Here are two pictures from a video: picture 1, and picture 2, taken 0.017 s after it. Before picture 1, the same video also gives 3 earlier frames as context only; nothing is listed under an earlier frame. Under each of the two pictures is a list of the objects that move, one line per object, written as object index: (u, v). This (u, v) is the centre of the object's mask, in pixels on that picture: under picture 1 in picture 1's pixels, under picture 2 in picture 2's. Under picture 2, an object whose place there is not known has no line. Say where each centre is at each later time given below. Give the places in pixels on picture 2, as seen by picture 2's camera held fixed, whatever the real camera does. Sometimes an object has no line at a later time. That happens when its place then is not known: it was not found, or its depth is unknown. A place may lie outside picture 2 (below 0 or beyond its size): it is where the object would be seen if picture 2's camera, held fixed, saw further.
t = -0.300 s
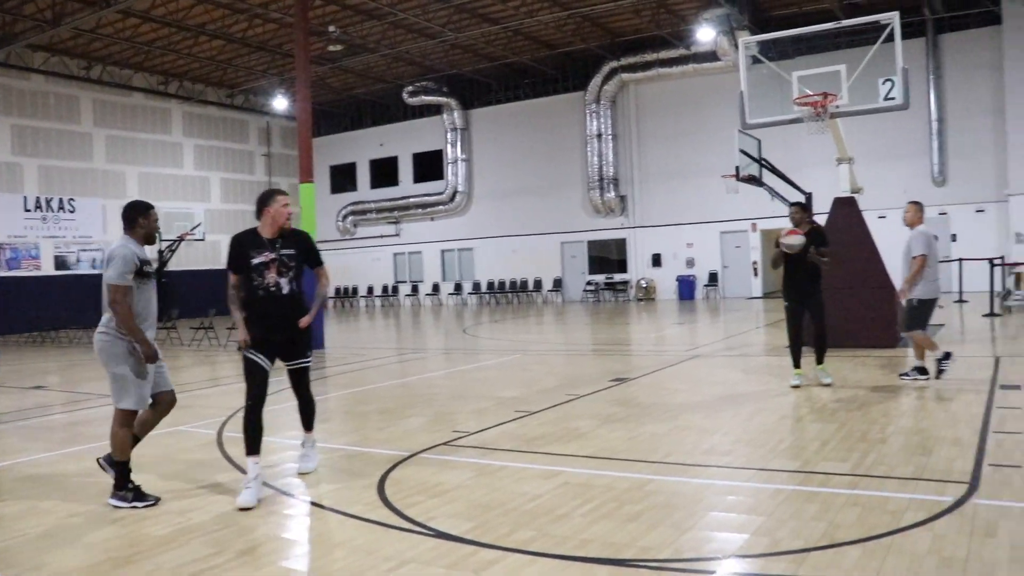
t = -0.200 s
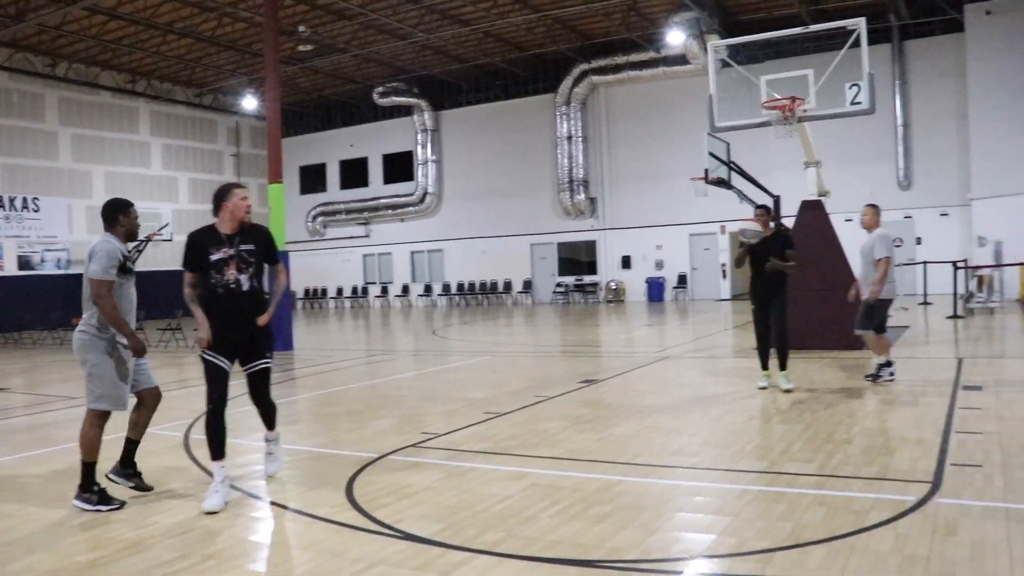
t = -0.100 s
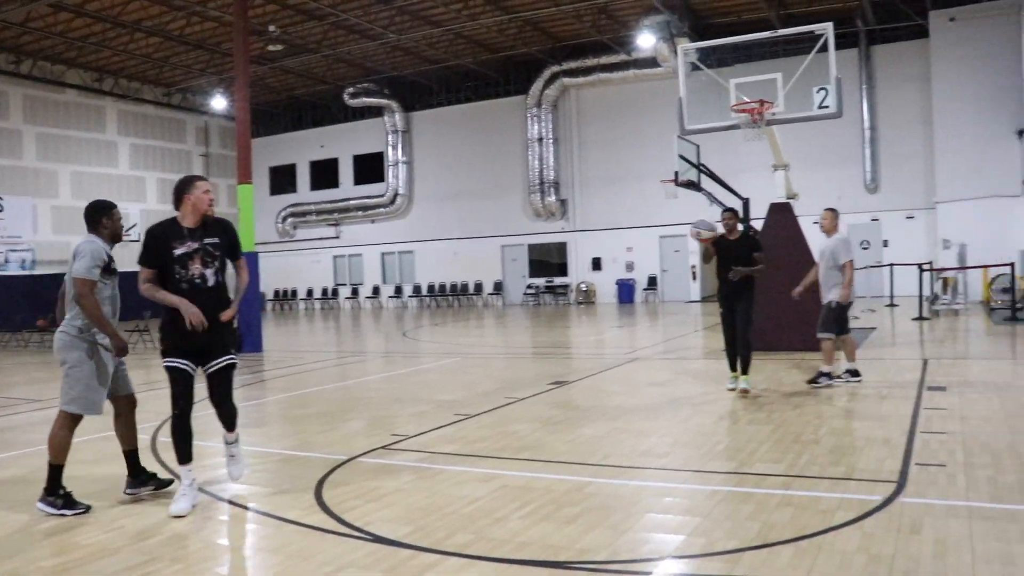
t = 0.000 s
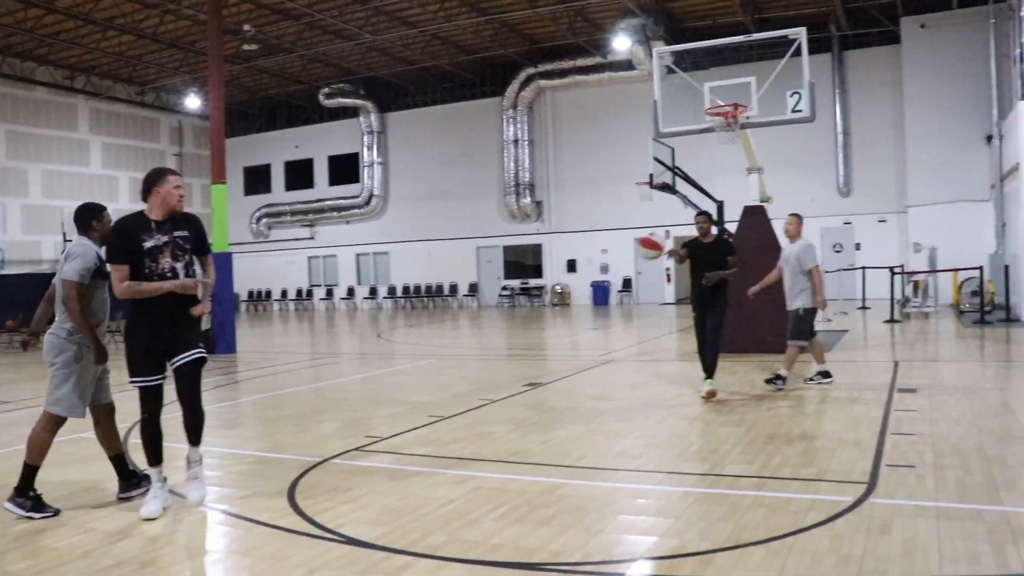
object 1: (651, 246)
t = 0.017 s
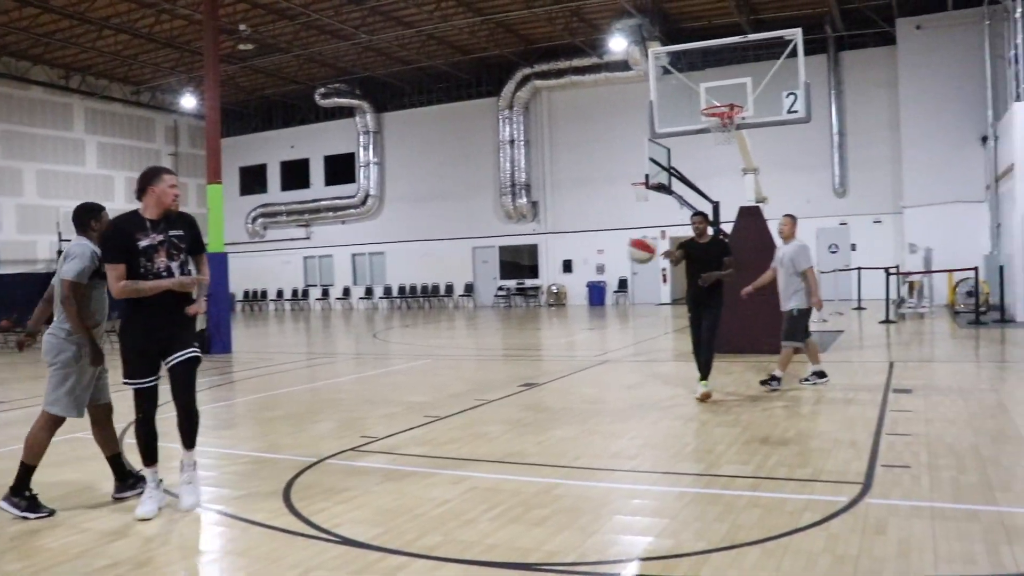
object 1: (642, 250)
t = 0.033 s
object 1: (636, 254)
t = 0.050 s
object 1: (631, 258)
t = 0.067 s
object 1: (626, 263)
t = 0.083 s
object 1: (620, 267)
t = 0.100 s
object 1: (612, 273)
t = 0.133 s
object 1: (600, 287)
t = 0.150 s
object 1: (594, 294)
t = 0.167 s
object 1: (591, 301)
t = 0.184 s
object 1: (584, 308)
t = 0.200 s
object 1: (577, 319)
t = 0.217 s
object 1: (571, 329)
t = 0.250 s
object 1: (557, 350)
